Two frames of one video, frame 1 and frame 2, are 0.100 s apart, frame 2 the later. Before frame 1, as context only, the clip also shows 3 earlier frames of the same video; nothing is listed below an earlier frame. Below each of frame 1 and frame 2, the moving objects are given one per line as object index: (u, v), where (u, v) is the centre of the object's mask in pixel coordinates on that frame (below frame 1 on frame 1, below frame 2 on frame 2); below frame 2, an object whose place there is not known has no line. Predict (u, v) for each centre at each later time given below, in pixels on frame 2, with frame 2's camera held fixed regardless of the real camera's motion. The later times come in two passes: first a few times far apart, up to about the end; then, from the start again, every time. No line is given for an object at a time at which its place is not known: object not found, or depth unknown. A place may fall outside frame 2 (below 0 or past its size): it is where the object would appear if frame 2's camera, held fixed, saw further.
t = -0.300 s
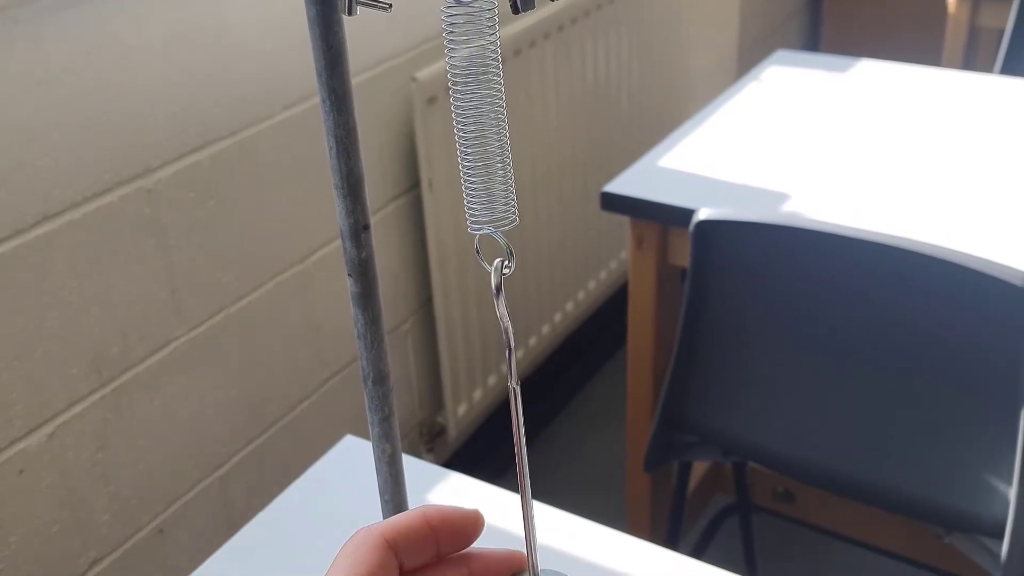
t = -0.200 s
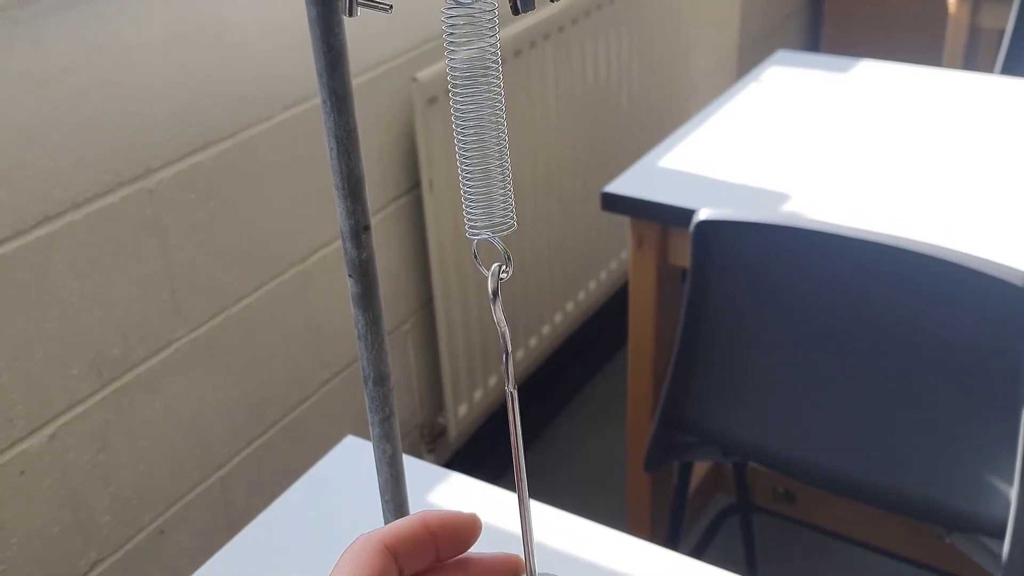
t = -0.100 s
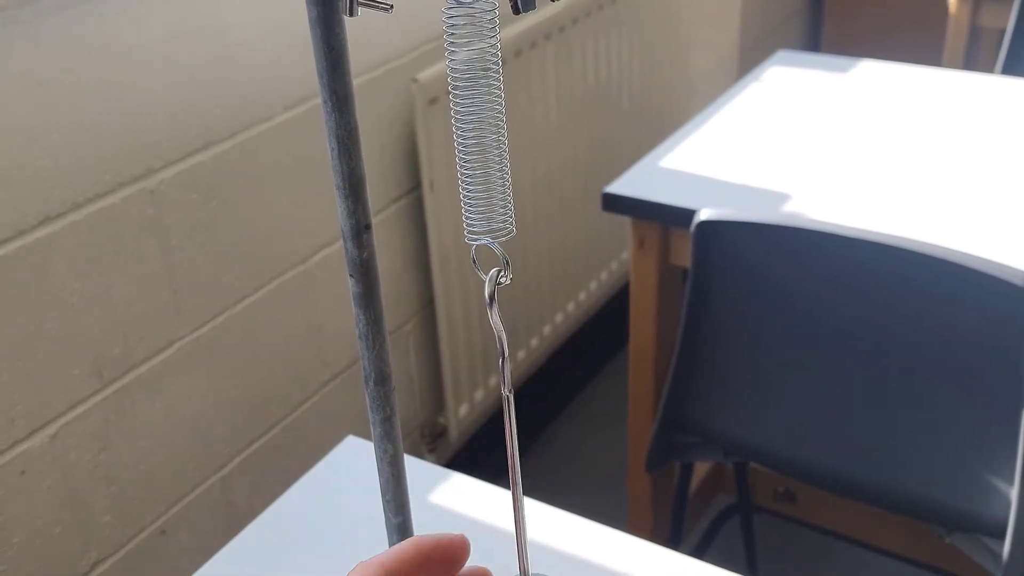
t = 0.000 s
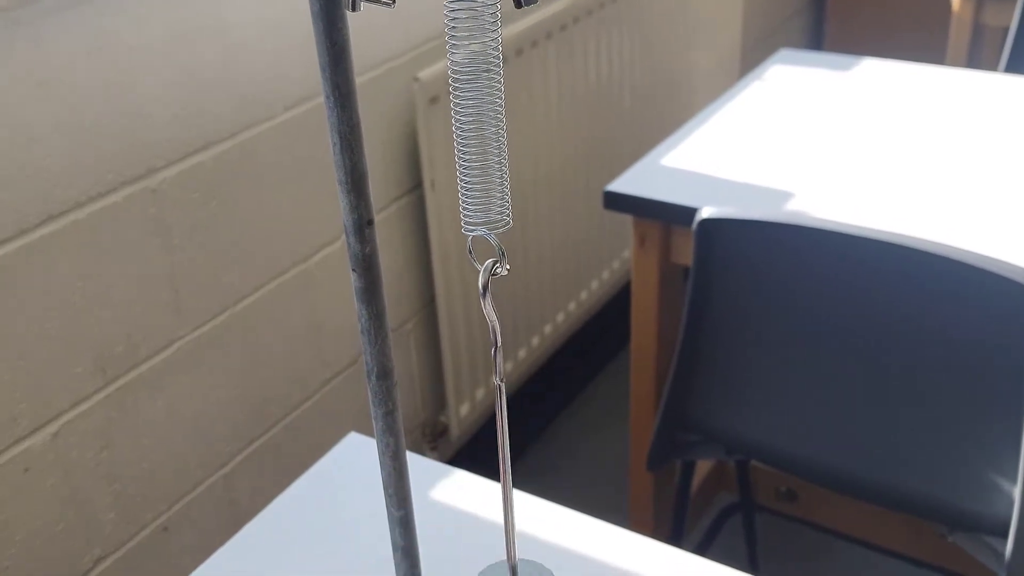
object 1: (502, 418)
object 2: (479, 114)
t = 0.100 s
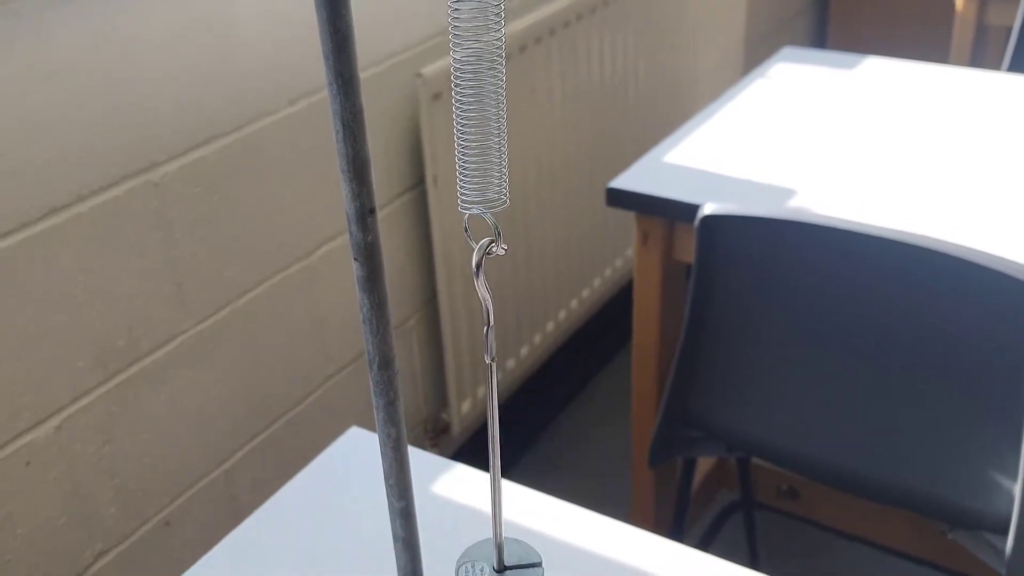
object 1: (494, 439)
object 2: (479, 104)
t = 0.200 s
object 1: (486, 446)
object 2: (477, 104)
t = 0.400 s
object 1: (494, 437)
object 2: (478, 107)
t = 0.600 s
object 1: (519, 419)
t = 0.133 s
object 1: (491, 443)
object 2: (478, 104)
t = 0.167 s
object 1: (488, 446)
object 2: (478, 104)
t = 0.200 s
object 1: (486, 446)
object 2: (477, 104)
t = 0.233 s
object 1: (485, 449)
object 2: (476, 104)
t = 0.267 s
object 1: (486, 446)
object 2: (477, 105)
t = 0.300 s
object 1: (487, 448)
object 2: (476, 106)
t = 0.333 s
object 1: (488, 442)
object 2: (476, 105)
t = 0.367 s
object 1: (492, 439)
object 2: (478, 106)
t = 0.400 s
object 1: (494, 437)
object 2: (478, 107)
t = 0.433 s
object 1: (498, 430)
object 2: (479, 106)
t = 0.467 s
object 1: (503, 427)
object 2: (481, 105)
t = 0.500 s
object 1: (507, 426)
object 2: (482, 104)
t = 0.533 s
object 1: (511, 422)
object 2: (483, 103)
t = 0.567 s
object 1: (517, 423)
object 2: (485, 103)
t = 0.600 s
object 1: (519, 419)
